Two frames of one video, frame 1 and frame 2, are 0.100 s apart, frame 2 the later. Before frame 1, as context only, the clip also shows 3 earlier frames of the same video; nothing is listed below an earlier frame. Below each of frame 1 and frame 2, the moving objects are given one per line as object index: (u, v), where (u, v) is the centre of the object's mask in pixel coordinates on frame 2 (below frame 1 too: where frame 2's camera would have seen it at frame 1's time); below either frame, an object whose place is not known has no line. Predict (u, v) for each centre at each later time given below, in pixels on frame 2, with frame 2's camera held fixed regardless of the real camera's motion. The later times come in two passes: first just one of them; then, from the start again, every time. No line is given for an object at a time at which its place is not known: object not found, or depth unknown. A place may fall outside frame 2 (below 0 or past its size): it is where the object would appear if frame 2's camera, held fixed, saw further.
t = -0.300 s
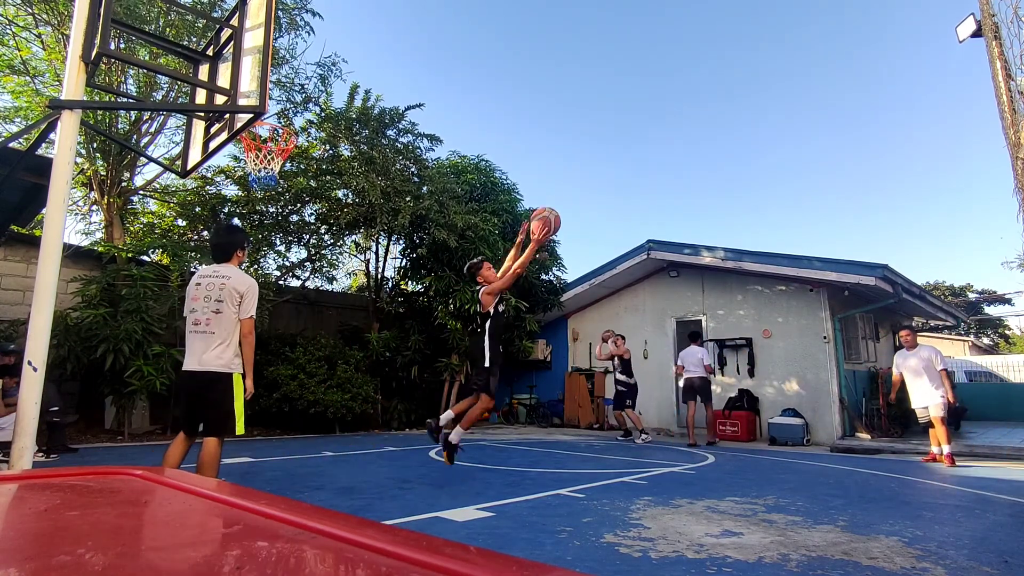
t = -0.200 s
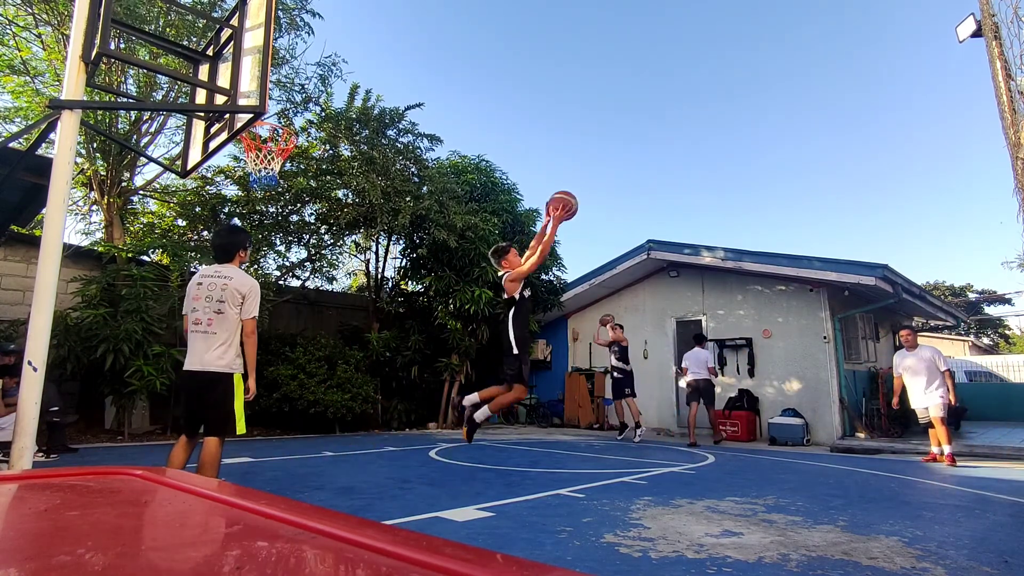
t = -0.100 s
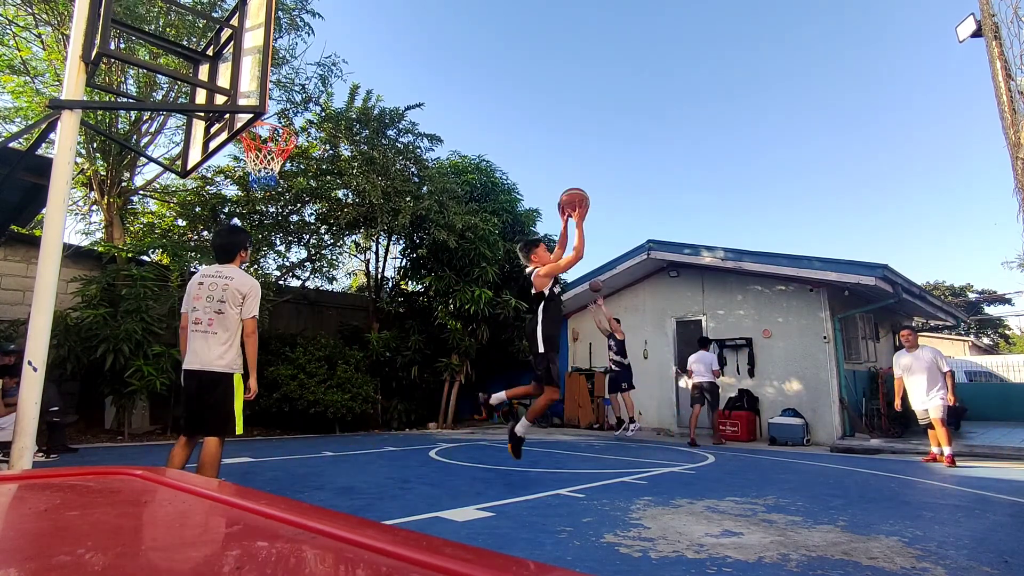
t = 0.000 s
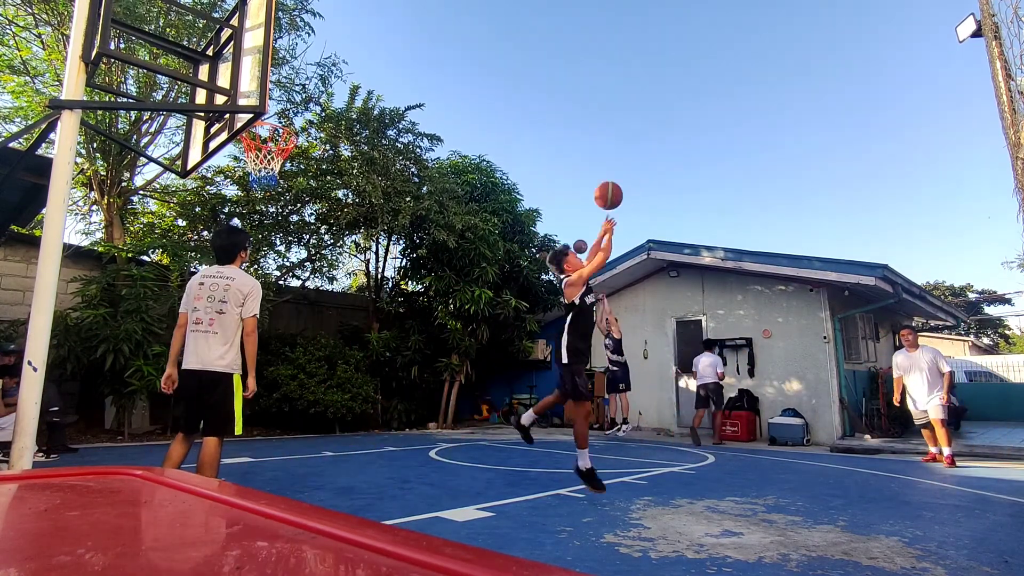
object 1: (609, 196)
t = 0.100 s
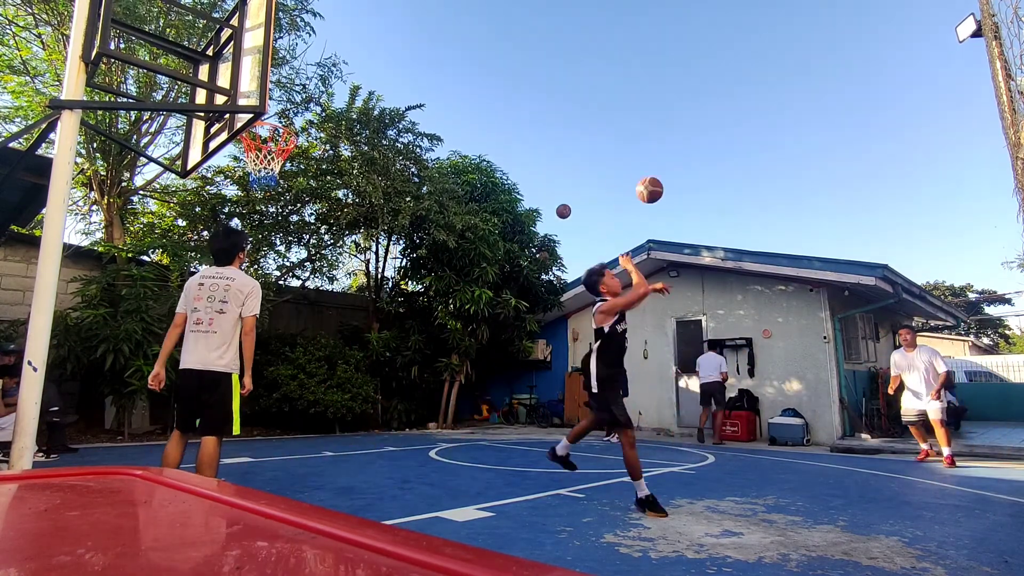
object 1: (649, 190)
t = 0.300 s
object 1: (714, 207)
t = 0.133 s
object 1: (662, 191)
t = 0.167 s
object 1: (673, 192)
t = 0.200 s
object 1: (684, 195)
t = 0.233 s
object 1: (695, 198)
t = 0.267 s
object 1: (705, 202)
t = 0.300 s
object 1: (714, 207)
